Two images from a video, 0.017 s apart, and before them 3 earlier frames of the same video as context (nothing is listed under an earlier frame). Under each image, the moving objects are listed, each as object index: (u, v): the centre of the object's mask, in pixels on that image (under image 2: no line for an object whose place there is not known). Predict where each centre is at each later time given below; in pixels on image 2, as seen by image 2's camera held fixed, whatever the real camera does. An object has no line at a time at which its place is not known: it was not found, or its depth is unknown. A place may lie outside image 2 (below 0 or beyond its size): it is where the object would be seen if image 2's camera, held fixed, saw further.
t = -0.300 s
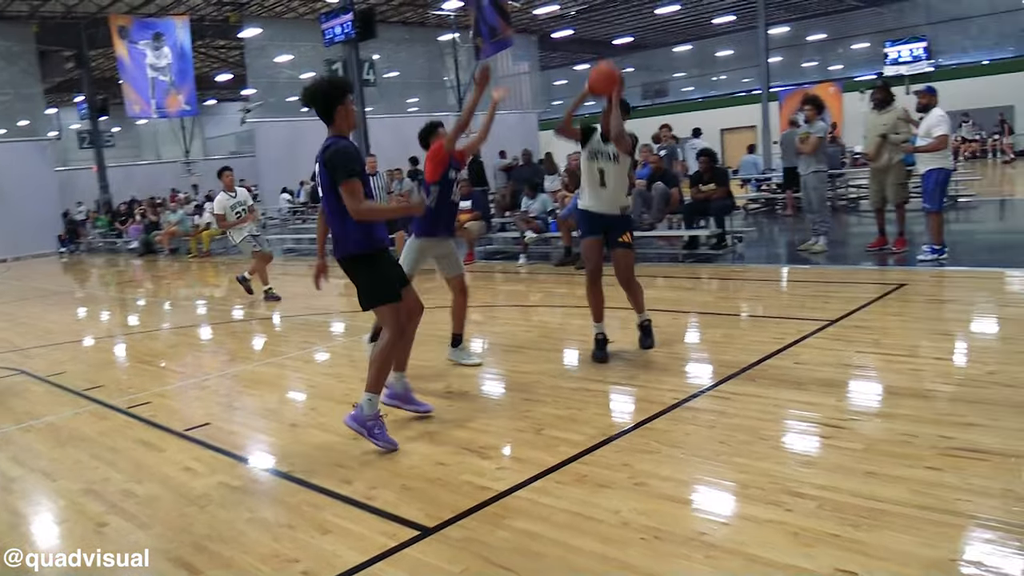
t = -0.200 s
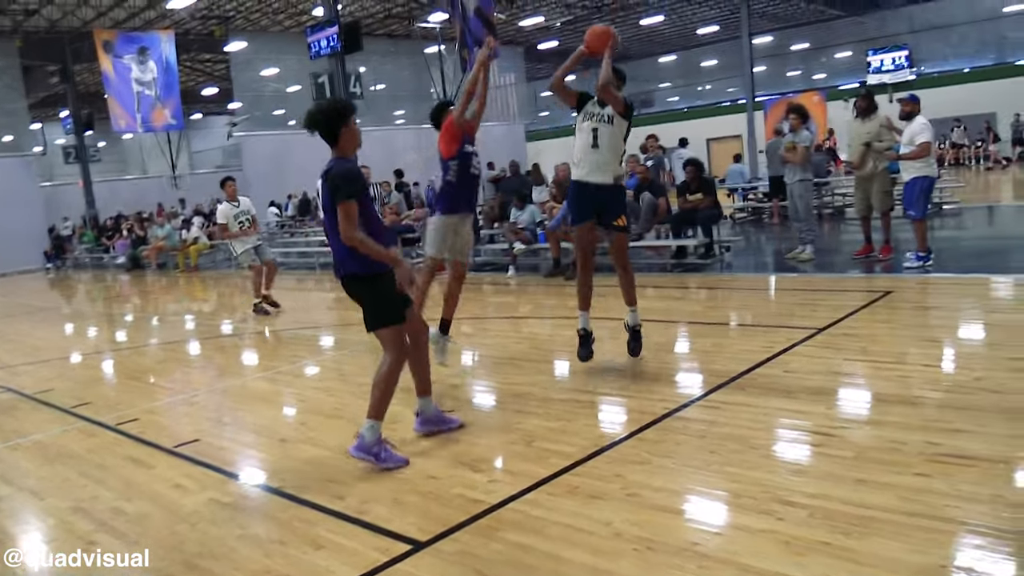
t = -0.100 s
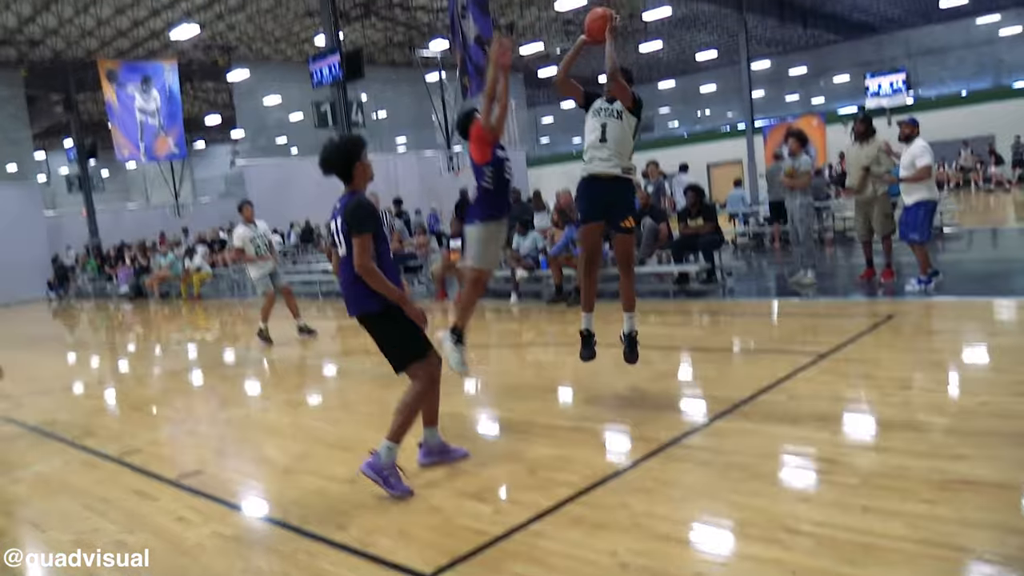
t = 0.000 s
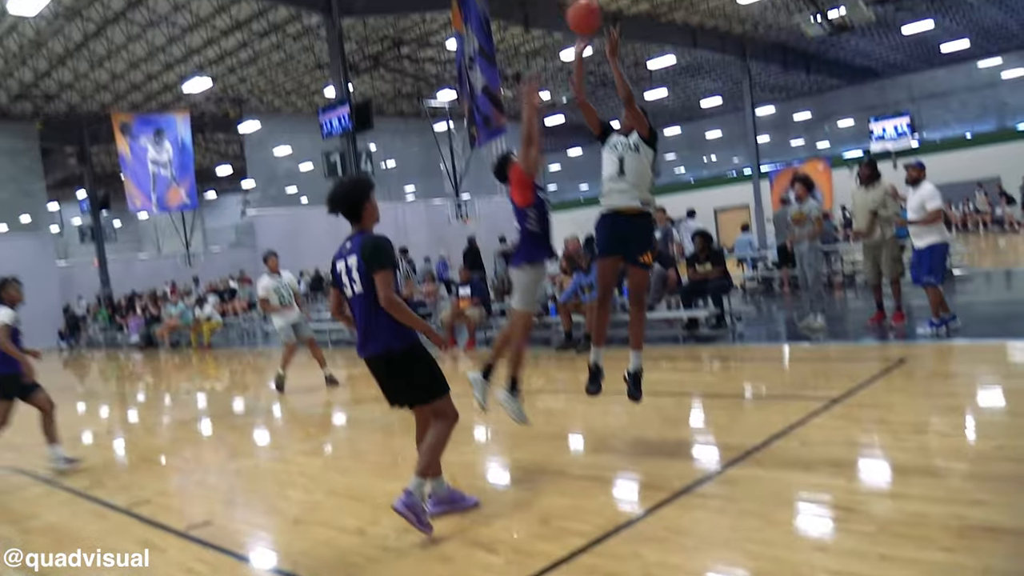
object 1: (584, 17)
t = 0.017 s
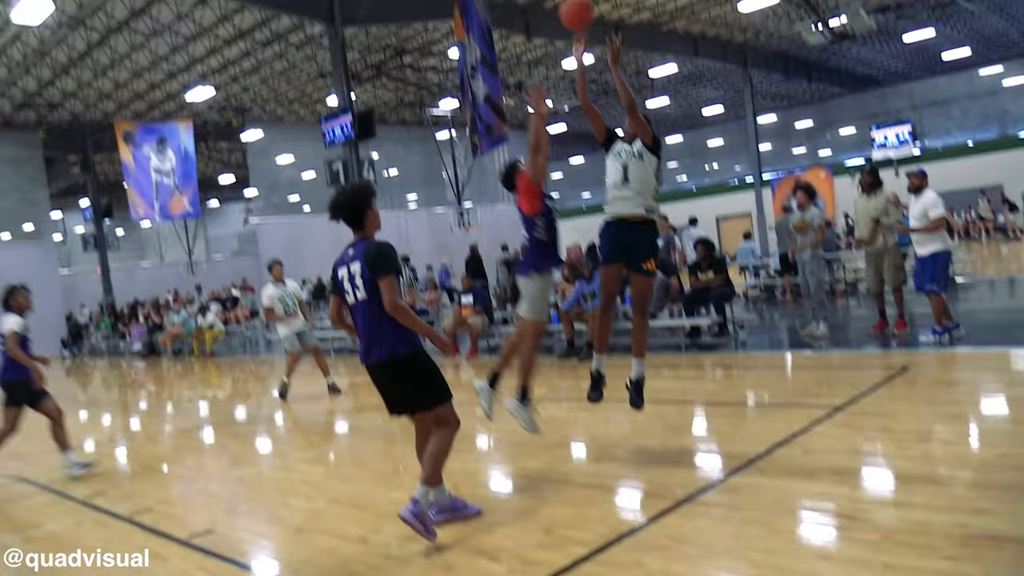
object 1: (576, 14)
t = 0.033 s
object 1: (566, 3)
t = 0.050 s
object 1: (557, -8)
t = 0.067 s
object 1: (547, -19)
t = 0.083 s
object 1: (537, -29)
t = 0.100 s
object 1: (528, -39)
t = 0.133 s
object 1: (510, -61)
